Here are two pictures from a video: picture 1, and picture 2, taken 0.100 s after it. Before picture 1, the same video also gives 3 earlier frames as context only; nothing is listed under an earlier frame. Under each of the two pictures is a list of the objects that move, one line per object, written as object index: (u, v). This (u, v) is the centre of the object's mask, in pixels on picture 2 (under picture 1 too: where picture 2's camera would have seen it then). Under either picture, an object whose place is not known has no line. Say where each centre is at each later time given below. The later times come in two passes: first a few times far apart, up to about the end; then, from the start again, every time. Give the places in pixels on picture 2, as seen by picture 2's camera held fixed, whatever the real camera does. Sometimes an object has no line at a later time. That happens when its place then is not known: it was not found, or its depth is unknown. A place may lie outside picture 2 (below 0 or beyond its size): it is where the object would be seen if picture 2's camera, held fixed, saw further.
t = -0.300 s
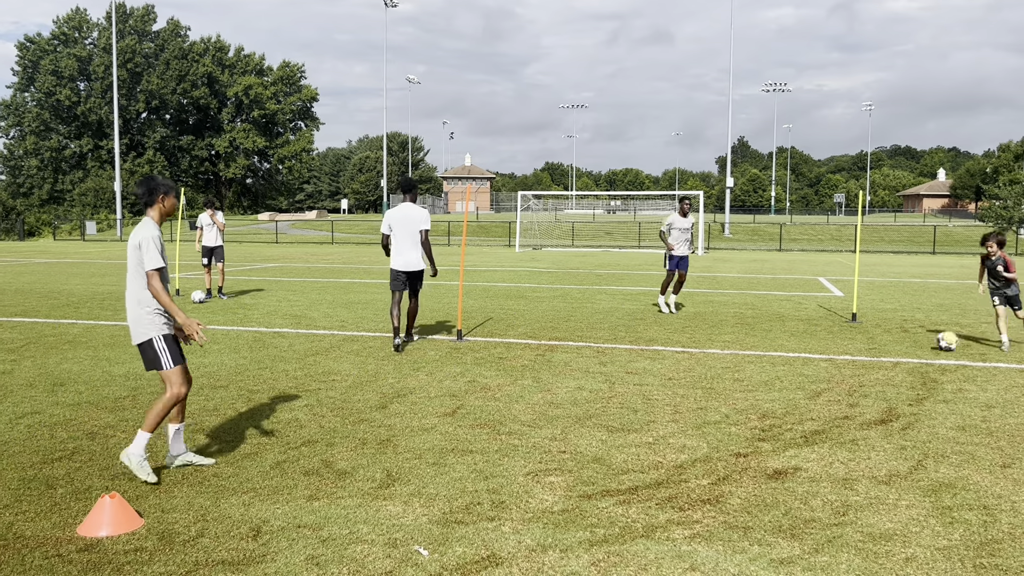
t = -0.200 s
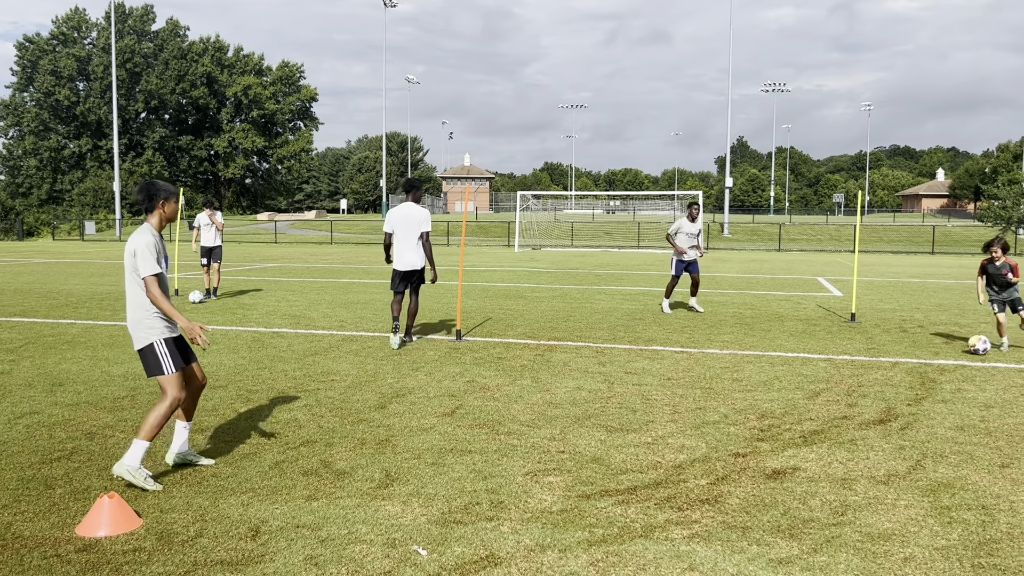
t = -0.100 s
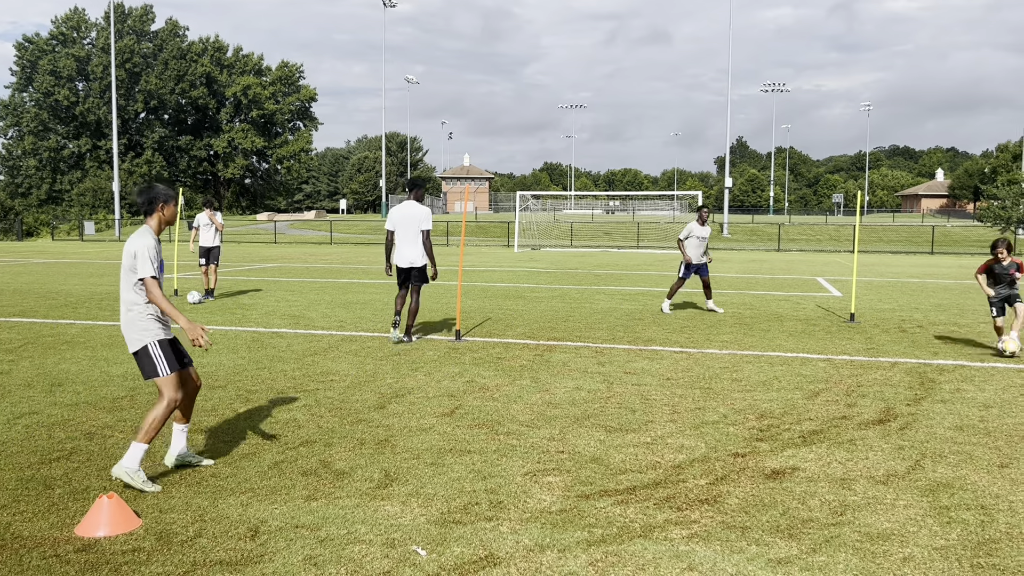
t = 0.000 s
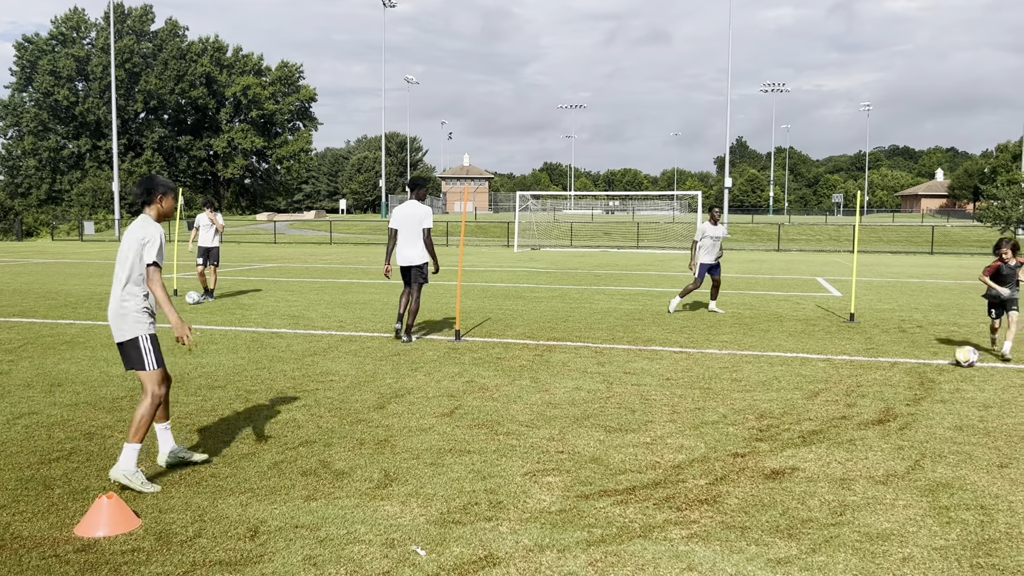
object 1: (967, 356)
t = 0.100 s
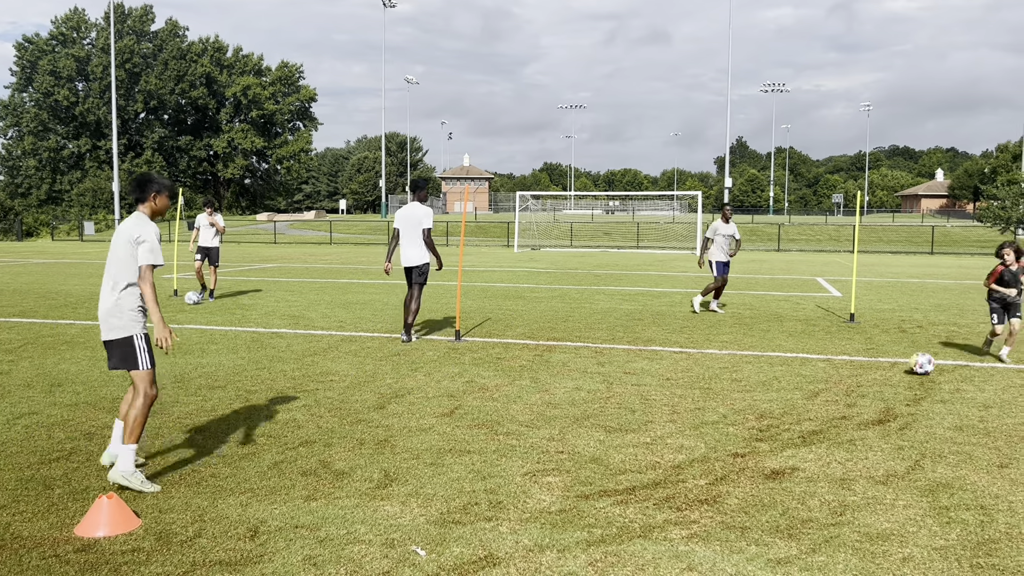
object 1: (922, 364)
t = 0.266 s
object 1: (842, 380)
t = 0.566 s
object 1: (679, 412)
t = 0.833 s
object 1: (523, 445)
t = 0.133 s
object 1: (906, 368)
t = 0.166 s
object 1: (891, 370)
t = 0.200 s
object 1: (875, 373)
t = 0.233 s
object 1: (859, 375)
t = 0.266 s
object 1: (842, 380)
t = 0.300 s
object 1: (824, 384)
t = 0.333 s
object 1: (808, 386)
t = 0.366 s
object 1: (790, 390)
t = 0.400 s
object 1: (771, 394)
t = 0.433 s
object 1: (755, 397)
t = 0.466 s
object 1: (736, 401)
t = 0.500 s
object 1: (717, 405)
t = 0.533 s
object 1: (698, 408)
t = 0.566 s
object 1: (679, 412)
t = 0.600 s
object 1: (661, 416)
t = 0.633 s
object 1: (641, 421)
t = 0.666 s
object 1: (622, 424)
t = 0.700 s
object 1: (602, 428)
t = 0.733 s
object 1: (582, 433)
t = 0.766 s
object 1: (562, 436)
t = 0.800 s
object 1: (543, 440)
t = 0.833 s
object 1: (523, 445)
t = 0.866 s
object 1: (502, 449)
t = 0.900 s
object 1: (483, 452)
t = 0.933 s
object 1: (463, 457)
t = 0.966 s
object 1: (441, 463)
